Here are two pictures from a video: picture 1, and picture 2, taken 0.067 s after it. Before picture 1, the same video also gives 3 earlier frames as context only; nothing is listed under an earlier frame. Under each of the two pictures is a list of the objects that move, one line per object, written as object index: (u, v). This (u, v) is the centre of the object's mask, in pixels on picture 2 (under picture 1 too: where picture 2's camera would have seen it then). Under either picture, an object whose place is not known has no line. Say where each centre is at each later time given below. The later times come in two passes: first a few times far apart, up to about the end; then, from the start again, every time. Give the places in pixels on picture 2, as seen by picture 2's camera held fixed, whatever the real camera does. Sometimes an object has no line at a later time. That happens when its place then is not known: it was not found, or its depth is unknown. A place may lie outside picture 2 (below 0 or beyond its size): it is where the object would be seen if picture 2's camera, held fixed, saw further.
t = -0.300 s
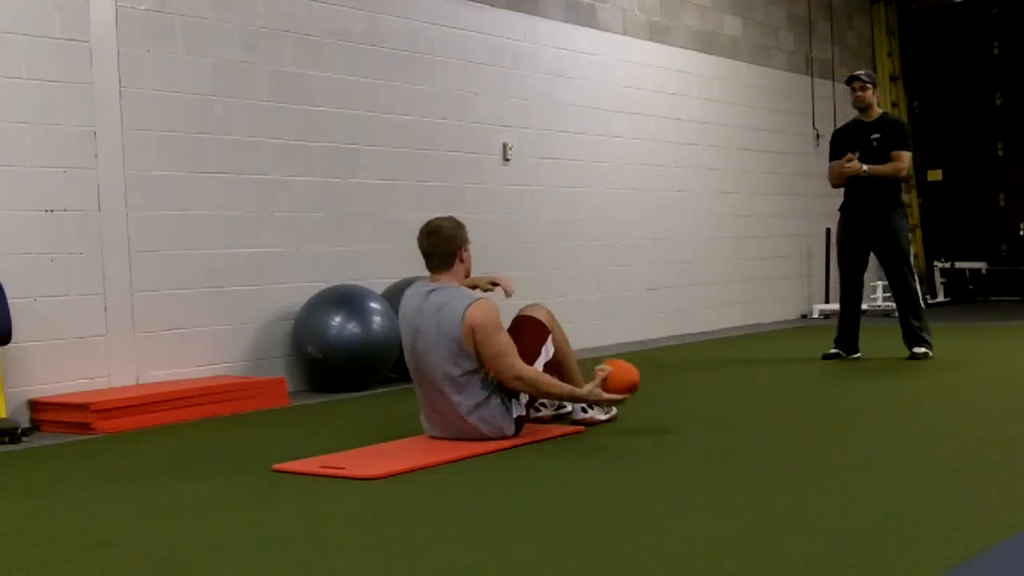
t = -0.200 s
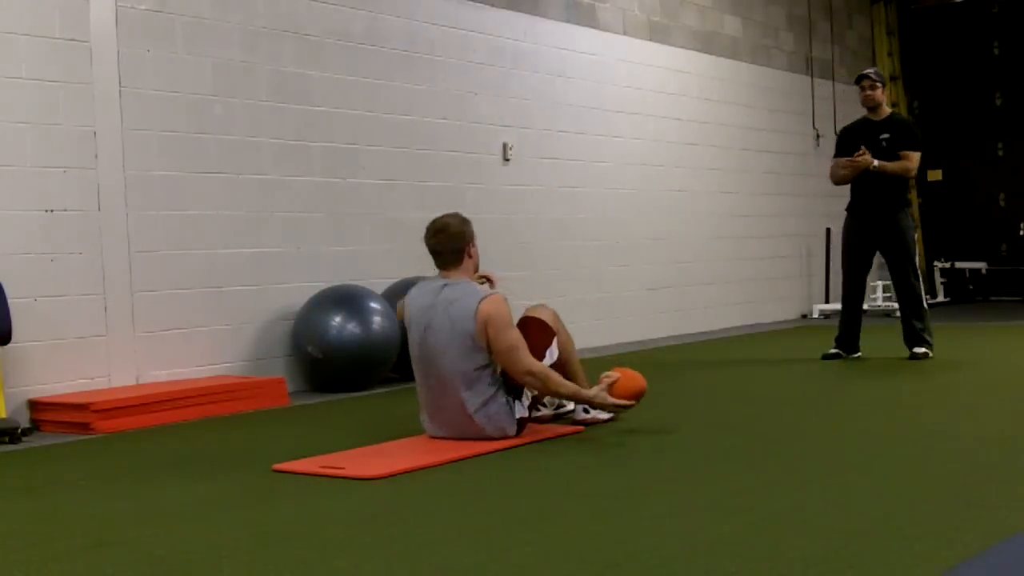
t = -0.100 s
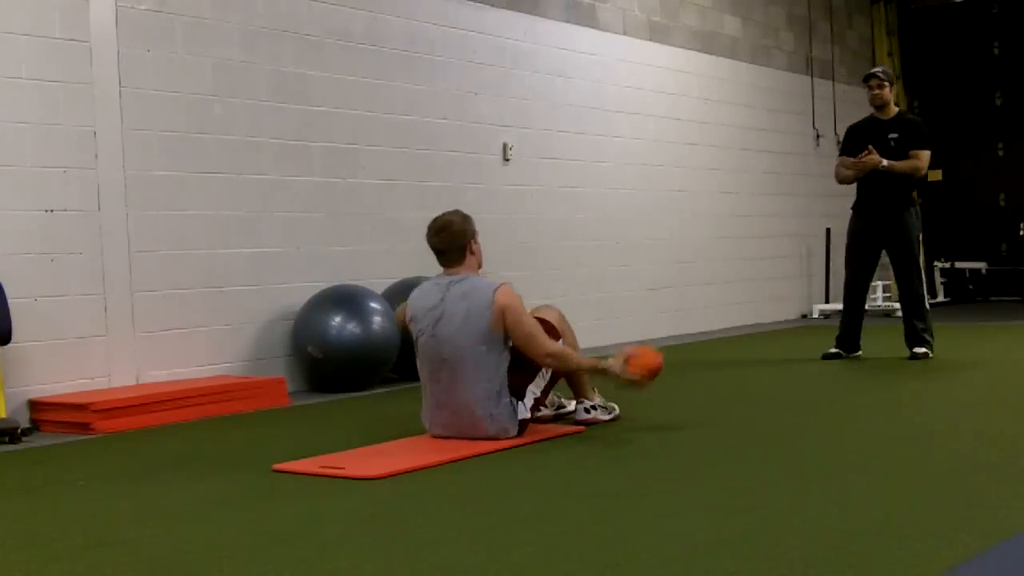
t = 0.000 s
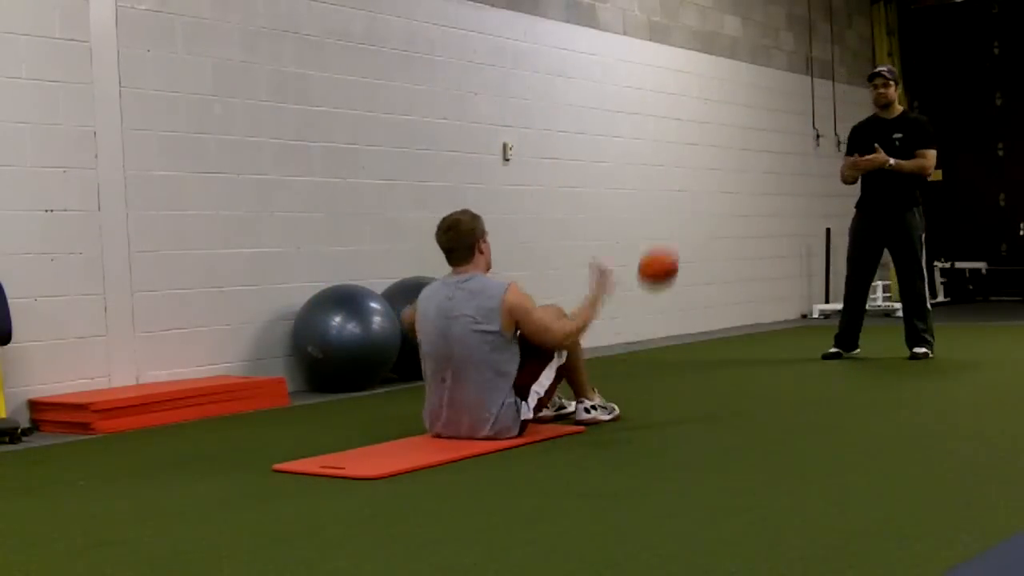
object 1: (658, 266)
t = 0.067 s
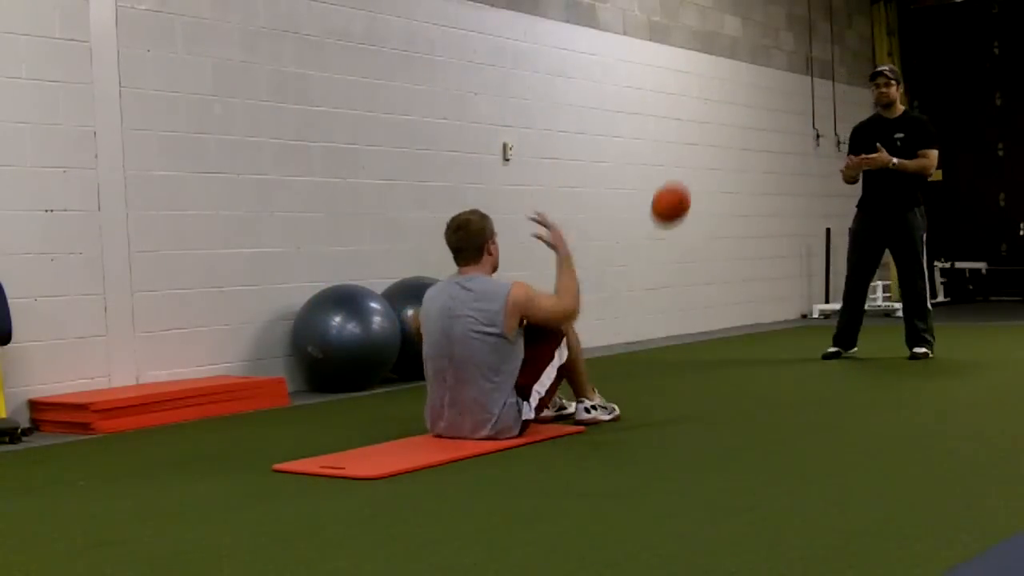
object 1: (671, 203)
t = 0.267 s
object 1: (705, 88)
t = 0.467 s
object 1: (737, 68)
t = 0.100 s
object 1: (677, 176)
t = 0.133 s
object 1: (683, 152)
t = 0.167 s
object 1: (688, 132)
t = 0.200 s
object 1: (694, 115)
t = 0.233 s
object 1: (700, 100)
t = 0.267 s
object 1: (705, 88)
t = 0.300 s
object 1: (711, 79)
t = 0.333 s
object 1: (716, 73)
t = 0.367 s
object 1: (721, 68)
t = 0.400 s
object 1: (727, 66)
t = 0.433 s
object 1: (732, 66)
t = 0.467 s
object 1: (737, 68)
